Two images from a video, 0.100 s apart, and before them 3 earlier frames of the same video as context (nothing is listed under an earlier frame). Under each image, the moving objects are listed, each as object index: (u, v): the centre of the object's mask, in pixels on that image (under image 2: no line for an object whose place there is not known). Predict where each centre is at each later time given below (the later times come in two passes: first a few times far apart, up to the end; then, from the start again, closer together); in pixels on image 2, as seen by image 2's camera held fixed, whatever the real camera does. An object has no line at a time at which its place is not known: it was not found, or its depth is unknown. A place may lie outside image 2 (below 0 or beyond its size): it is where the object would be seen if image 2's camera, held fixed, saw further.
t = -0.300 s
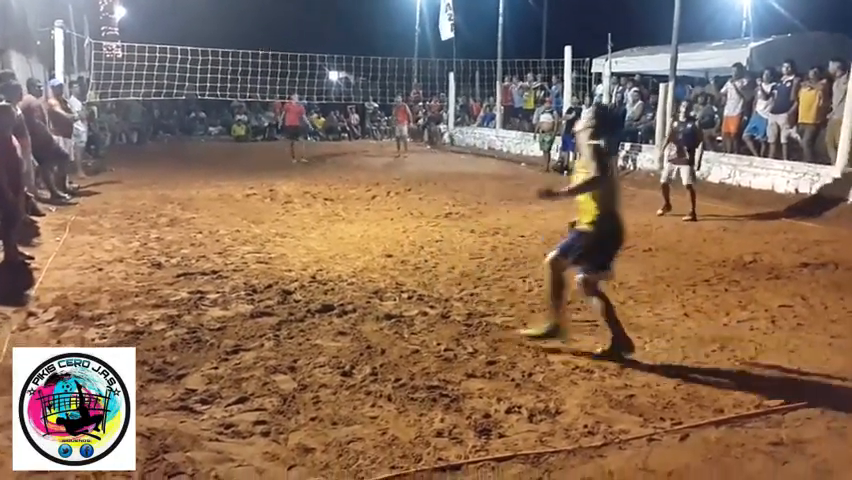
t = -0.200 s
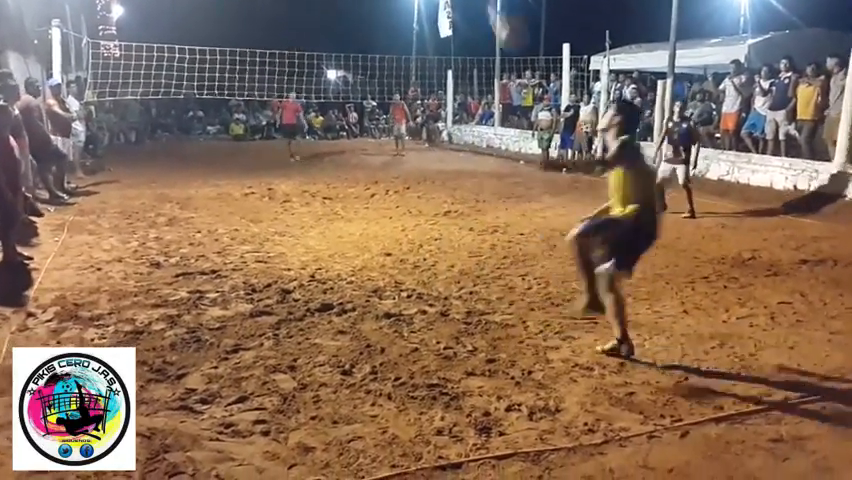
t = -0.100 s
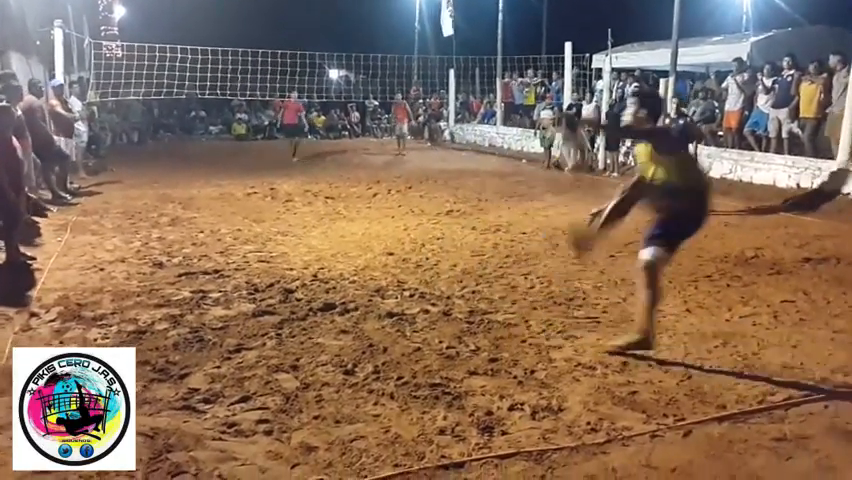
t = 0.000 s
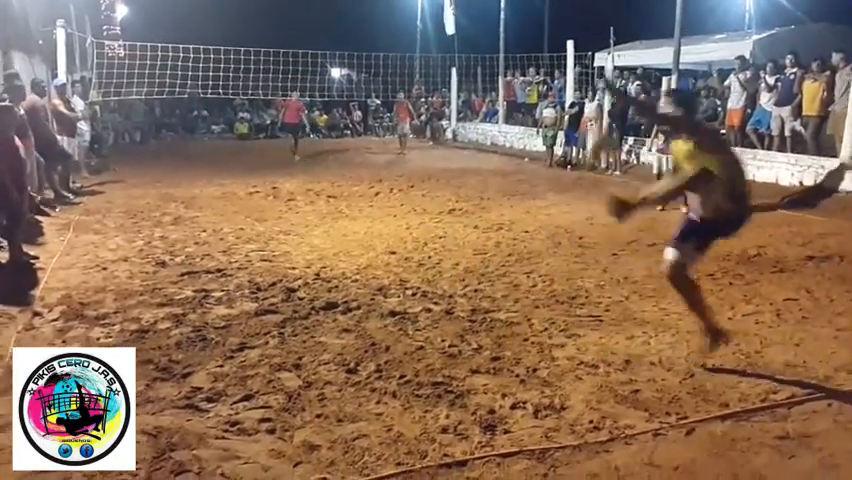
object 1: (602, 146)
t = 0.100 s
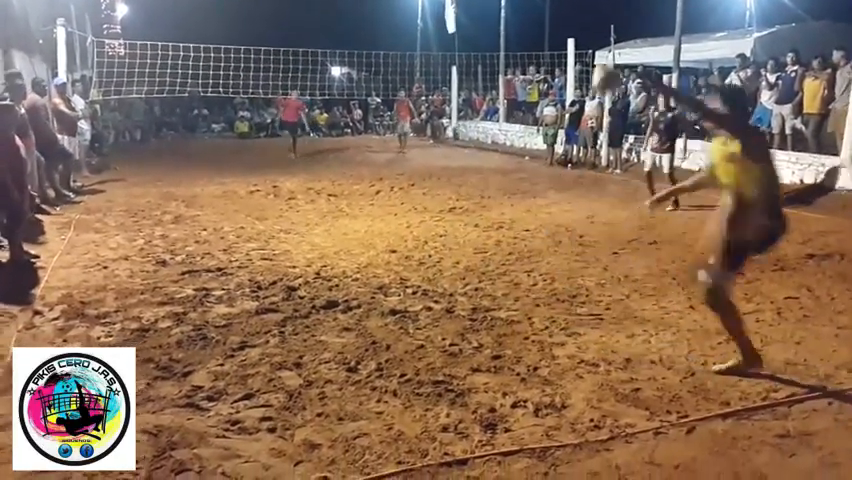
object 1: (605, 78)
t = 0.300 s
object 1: (609, 23)
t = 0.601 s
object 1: (604, 39)
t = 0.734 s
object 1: (602, 71)
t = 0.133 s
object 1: (605, 63)
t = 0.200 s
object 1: (608, 40)
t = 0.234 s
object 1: (609, 33)
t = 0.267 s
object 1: (609, 27)
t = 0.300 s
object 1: (609, 23)
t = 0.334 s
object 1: (609, 19)
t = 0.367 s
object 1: (609, 18)
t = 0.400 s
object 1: (609, 18)
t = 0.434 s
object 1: (608, 19)
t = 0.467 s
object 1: (608, 21)
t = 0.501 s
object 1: (607, 24)
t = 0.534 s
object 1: (607, 28)
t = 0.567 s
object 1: (606, 33)
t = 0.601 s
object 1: (604, 39)
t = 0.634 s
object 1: (604, 46)
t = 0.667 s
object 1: (604, 53)
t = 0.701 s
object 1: (602, 64)
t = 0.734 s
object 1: (602, 71)
